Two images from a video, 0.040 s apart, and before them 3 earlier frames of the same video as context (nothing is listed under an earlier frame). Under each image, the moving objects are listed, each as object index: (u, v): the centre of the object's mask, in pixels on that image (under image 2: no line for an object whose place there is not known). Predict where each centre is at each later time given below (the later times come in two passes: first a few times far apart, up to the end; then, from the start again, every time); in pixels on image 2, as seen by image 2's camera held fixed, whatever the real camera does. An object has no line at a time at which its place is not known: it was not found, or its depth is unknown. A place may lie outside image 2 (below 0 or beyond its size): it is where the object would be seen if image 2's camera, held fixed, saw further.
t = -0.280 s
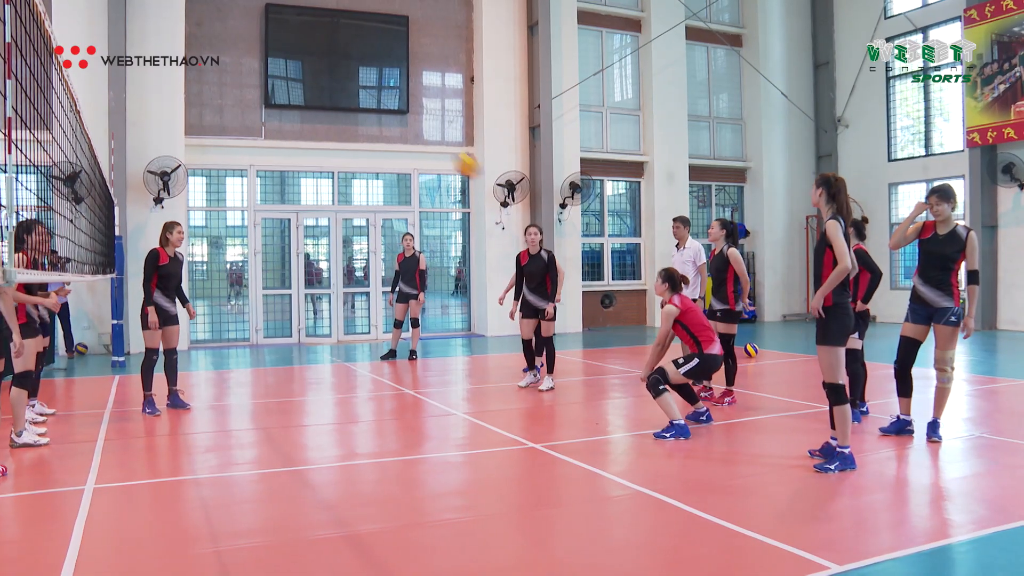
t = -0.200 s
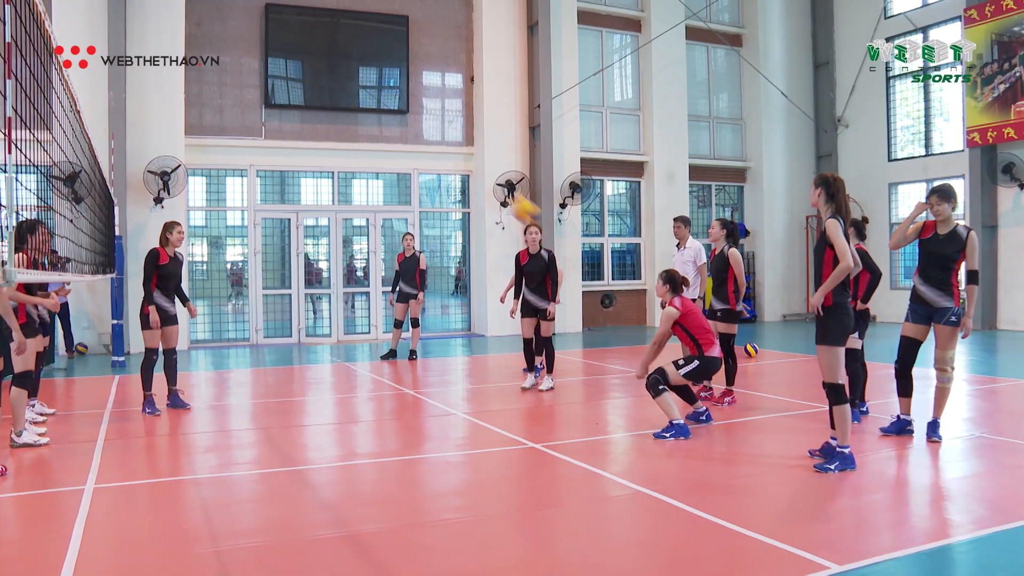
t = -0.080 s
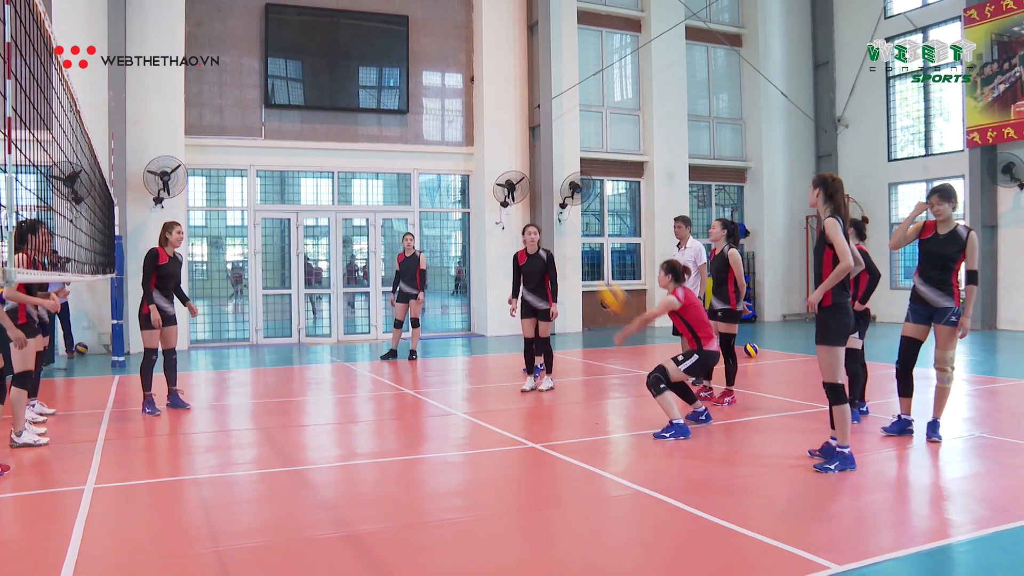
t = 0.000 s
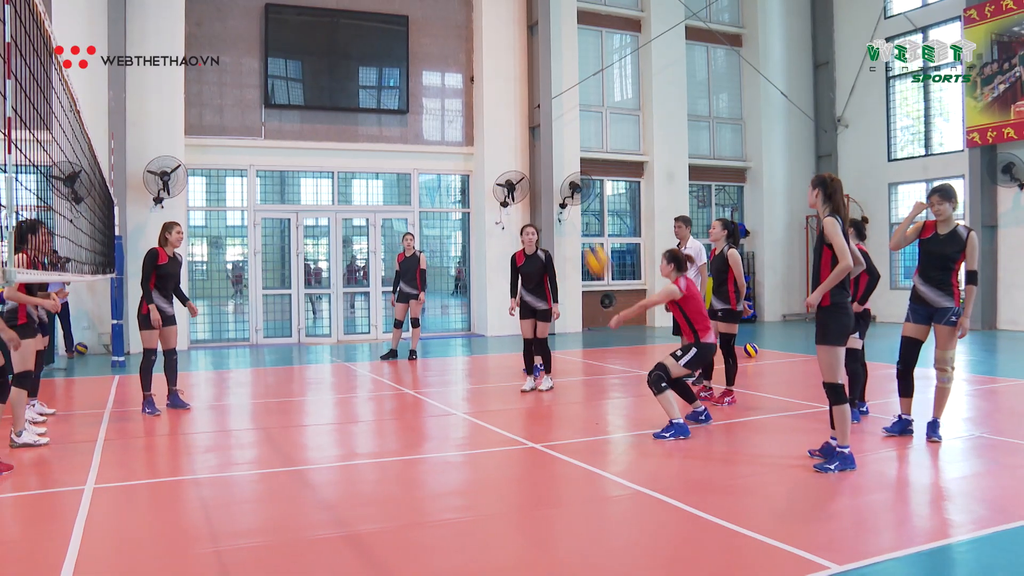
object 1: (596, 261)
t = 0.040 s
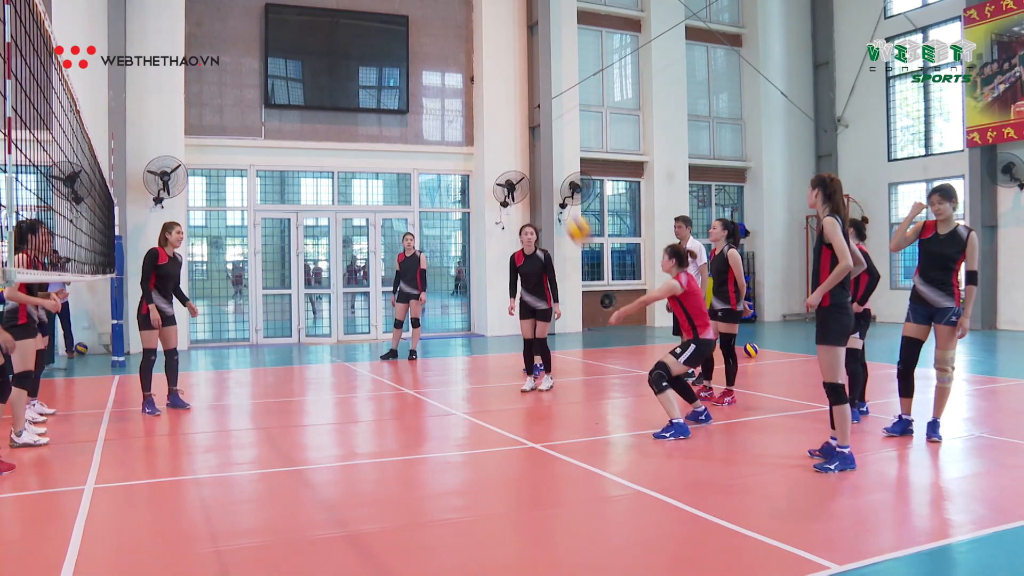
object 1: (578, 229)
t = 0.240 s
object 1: (488, 112)
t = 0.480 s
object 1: (390, 41)
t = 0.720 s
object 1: (300, 38)
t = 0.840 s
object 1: (259, 57)
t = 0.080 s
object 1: (560, 201)
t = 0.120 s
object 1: (541, 175)
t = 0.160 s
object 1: (525, 152)
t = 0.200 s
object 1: (505, 131)
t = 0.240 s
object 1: (488, 112)
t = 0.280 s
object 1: (470, 94)
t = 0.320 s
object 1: (456, 80)
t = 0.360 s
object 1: (438, 66)
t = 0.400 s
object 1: (422, 56)
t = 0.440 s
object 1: (405, 47)
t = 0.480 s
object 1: (390, 41)
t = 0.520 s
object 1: (374, 36)
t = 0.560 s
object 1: (359, 33)
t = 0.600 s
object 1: (344, 31)
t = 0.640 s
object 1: (329, 32)
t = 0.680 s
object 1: (315, 34)
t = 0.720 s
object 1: (300, 38)
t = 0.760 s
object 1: (286, 43)
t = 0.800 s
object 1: (273, 49)
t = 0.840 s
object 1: (259, 57)
